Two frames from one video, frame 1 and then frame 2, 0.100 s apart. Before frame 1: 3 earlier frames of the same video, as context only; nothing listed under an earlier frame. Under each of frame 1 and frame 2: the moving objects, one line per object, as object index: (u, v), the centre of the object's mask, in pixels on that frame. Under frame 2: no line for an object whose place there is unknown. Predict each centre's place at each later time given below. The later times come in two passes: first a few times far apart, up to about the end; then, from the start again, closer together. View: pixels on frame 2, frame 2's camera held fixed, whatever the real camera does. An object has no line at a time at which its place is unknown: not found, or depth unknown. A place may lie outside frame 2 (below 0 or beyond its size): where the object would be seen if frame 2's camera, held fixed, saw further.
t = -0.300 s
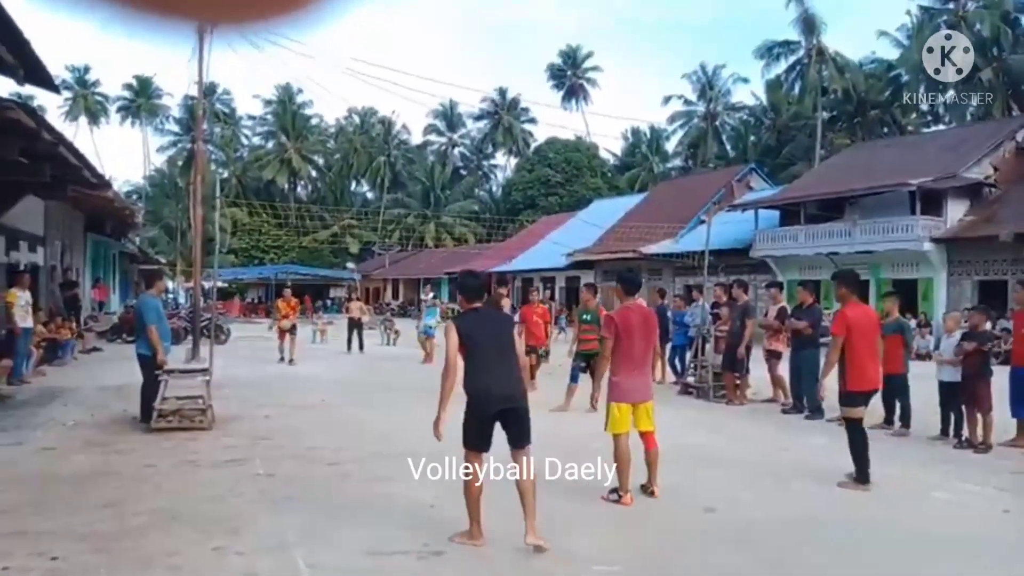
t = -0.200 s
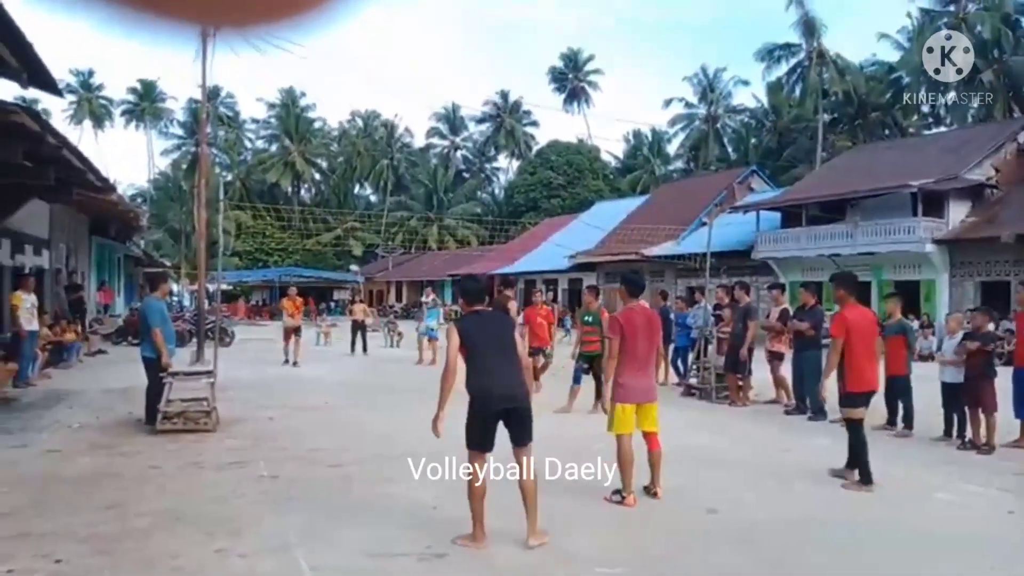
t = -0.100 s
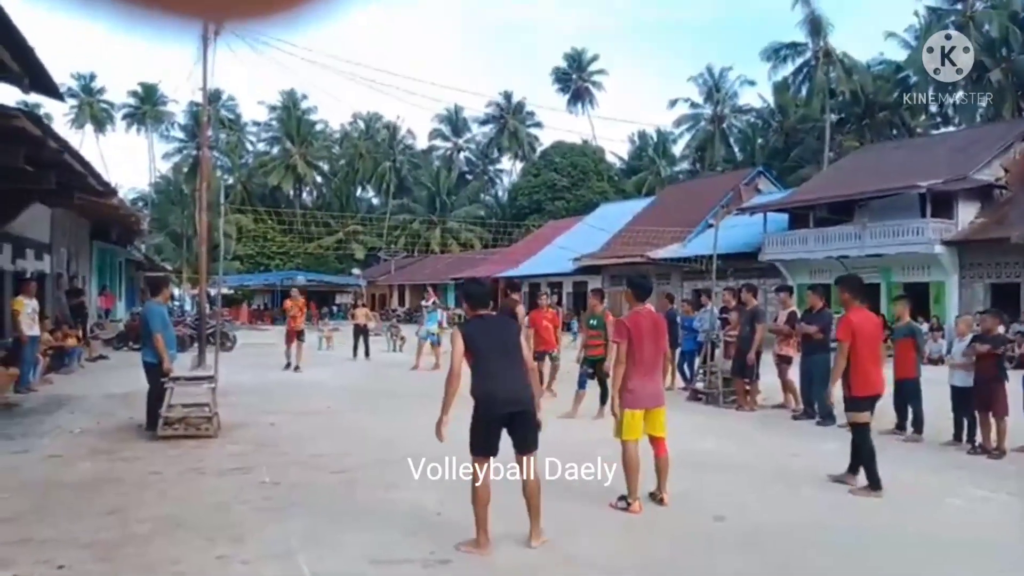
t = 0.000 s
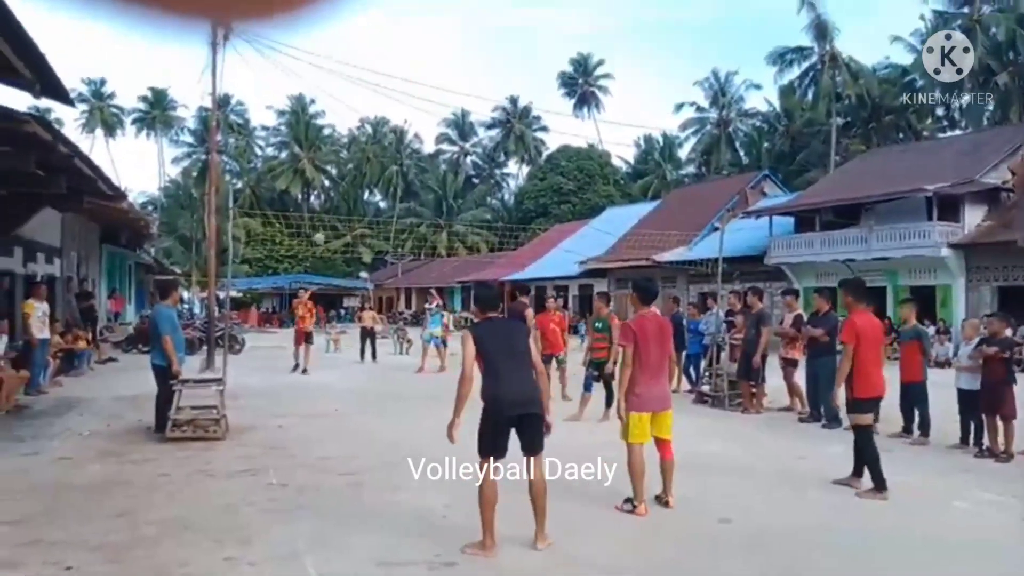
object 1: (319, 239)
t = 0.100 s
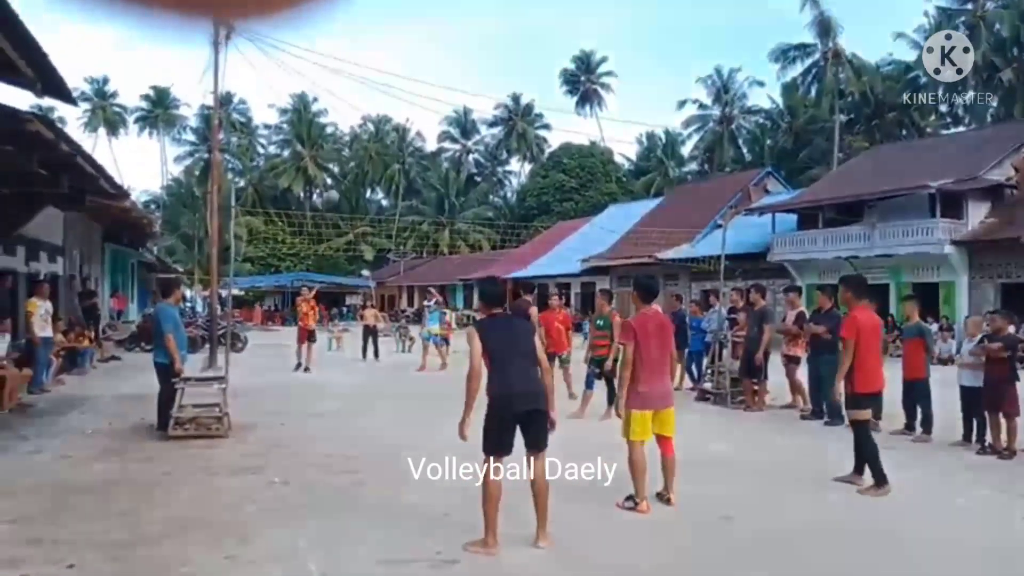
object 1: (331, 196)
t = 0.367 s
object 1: (365, 103)
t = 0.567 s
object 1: (393, 54)
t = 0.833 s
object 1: (440, 23)
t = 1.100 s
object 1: (501, 60)
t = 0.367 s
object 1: (365, 103)
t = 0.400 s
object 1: (369, 93)
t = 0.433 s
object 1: (374, 84)
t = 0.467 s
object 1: (379, 76)
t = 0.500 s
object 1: (383, 68)
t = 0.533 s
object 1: (388, 61)
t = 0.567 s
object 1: (393, 54)
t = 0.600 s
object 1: (399, 47)
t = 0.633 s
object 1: (404, 41)
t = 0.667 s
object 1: (410, 36)
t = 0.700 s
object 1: (416, 32)
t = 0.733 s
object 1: (422, 29)
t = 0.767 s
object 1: (428, 26)
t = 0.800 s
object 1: (434, 24)
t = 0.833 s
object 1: (440, 23)
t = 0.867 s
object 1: (447, 24)
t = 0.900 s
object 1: (454, 25)
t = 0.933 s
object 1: (461, 27)
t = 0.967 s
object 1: (469, 31)
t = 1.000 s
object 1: (477, 36)
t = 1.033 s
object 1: (484, 43)
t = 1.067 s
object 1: (492, 51)
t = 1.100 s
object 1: (501, 60)
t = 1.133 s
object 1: (510, 71)
